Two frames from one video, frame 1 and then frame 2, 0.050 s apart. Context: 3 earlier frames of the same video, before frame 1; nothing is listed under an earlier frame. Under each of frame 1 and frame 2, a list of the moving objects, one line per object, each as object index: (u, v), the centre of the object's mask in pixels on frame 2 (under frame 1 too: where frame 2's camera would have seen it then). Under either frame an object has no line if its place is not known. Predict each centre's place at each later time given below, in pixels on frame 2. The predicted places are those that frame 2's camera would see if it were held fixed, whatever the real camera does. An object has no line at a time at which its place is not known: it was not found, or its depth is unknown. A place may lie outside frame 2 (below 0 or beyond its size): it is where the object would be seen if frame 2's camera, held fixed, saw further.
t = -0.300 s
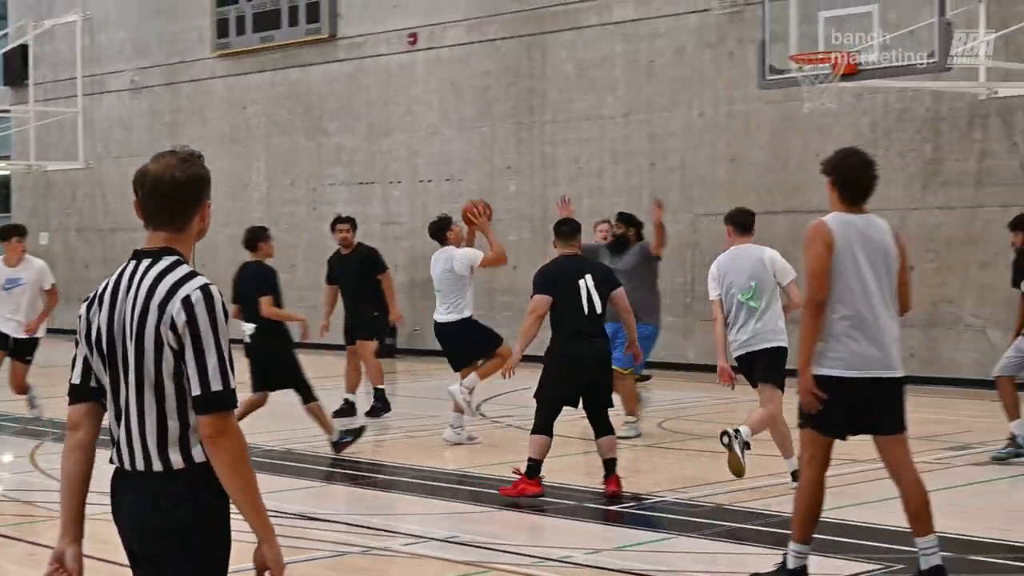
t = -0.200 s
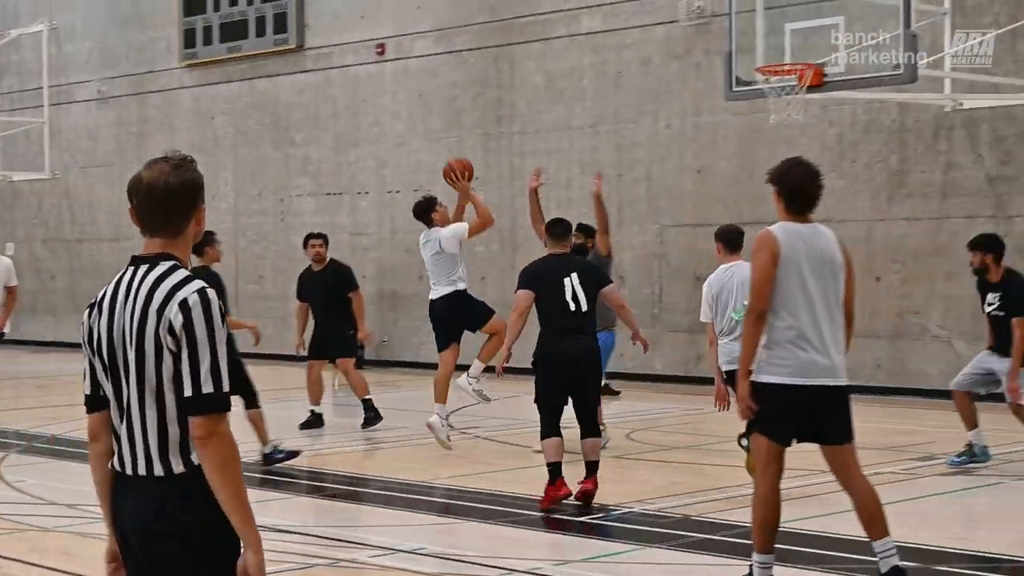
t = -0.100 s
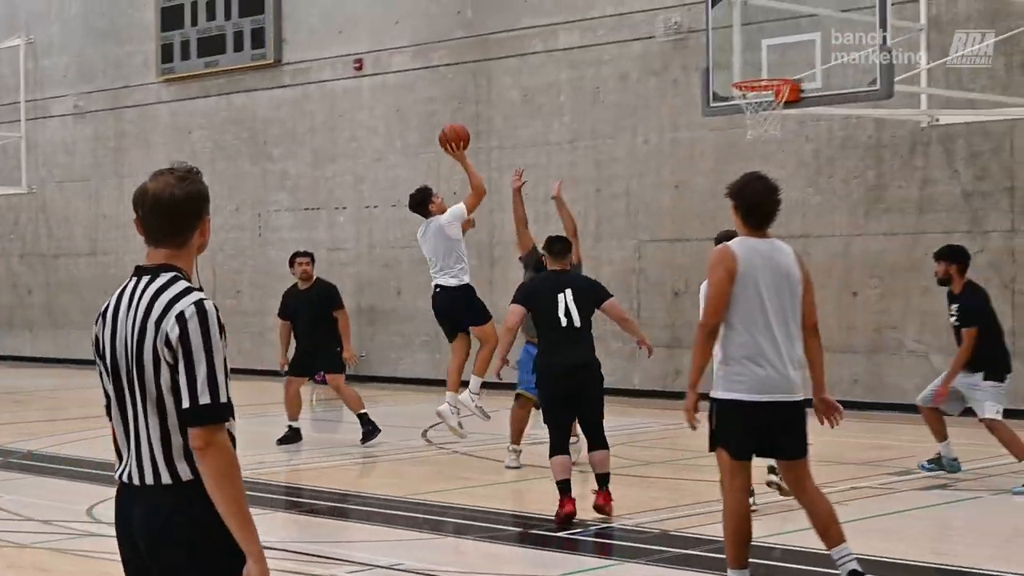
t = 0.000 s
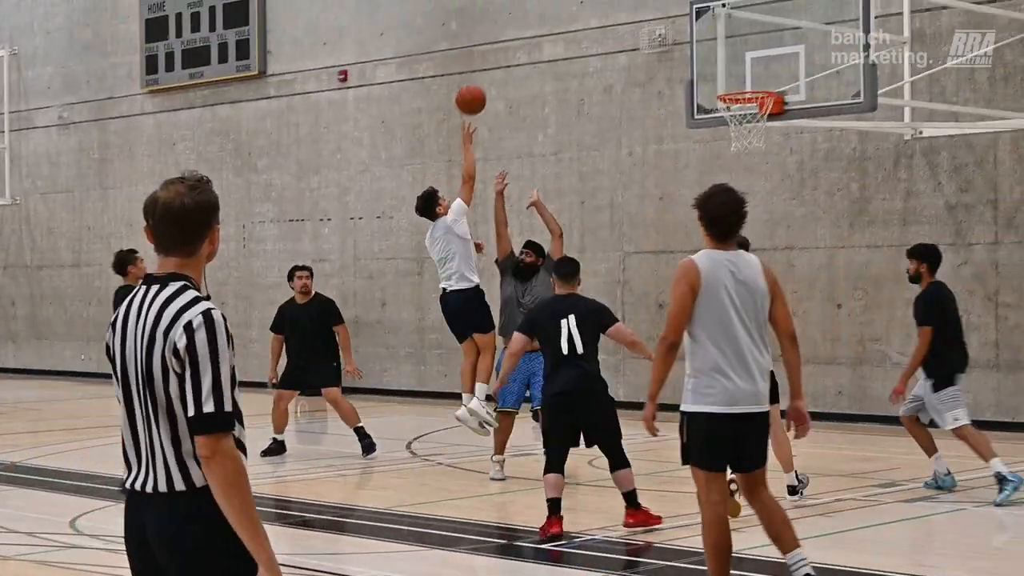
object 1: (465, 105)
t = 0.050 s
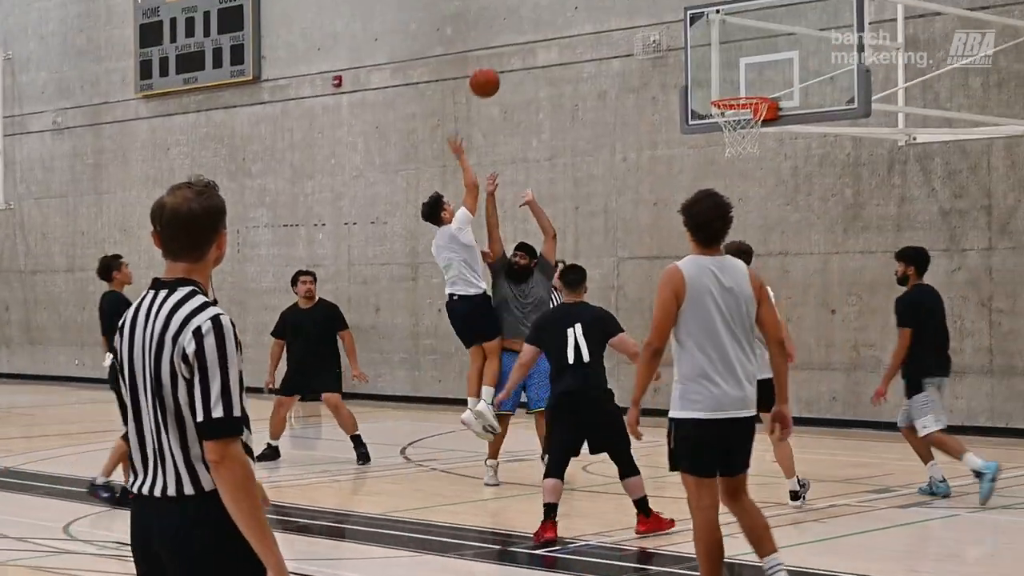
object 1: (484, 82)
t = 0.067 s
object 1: (491, 76)
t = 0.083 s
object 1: (498, 69)
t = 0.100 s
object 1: (504, 63)
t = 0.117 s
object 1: (510, 57)
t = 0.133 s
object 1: (517, 52)
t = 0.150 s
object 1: (523, 47)
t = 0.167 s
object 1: (529, 42)
